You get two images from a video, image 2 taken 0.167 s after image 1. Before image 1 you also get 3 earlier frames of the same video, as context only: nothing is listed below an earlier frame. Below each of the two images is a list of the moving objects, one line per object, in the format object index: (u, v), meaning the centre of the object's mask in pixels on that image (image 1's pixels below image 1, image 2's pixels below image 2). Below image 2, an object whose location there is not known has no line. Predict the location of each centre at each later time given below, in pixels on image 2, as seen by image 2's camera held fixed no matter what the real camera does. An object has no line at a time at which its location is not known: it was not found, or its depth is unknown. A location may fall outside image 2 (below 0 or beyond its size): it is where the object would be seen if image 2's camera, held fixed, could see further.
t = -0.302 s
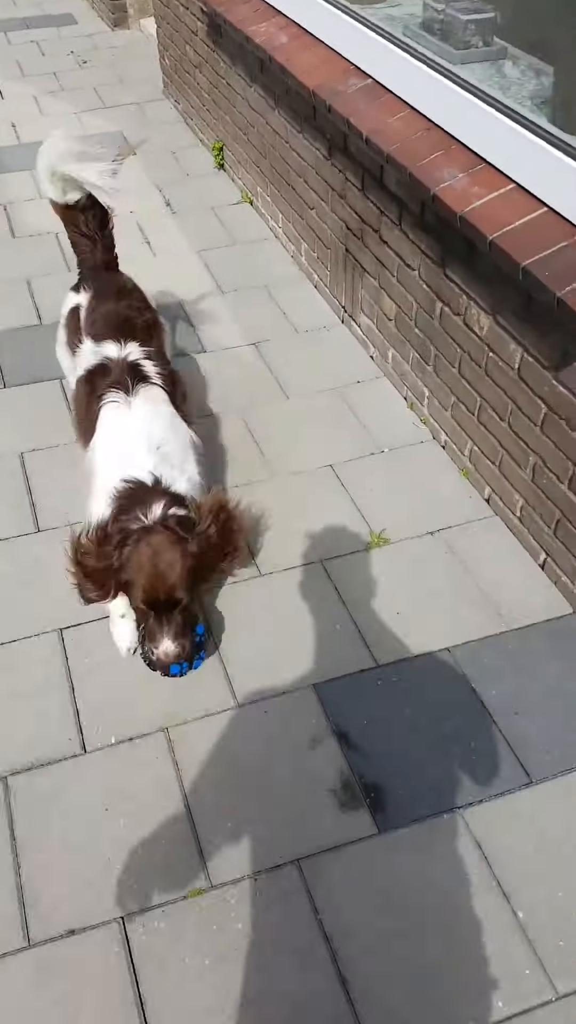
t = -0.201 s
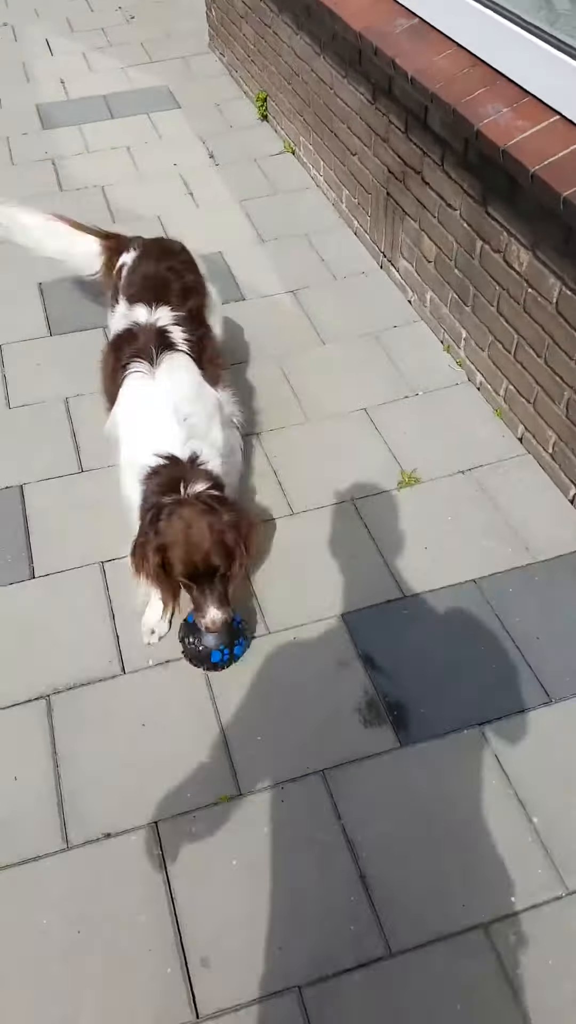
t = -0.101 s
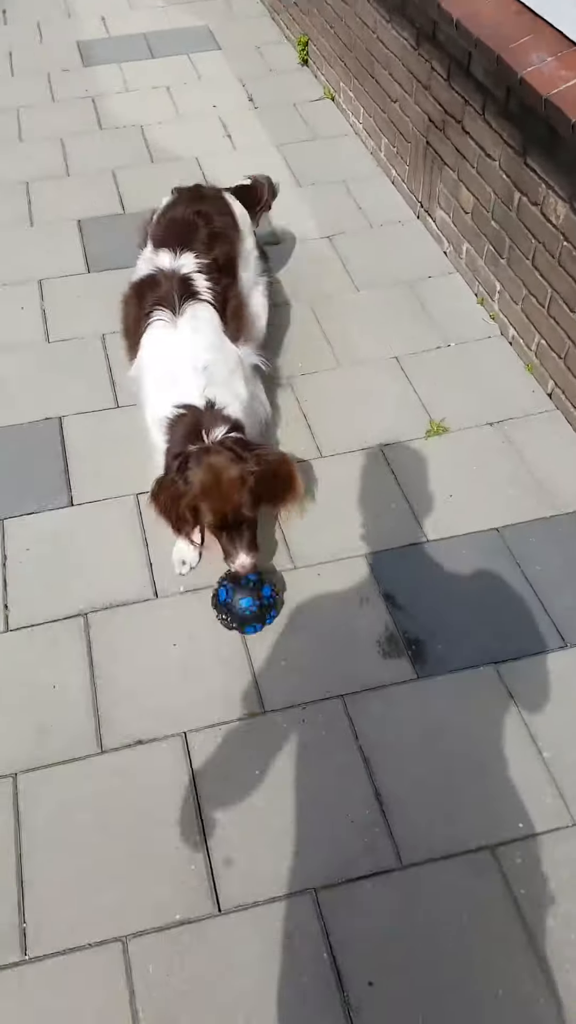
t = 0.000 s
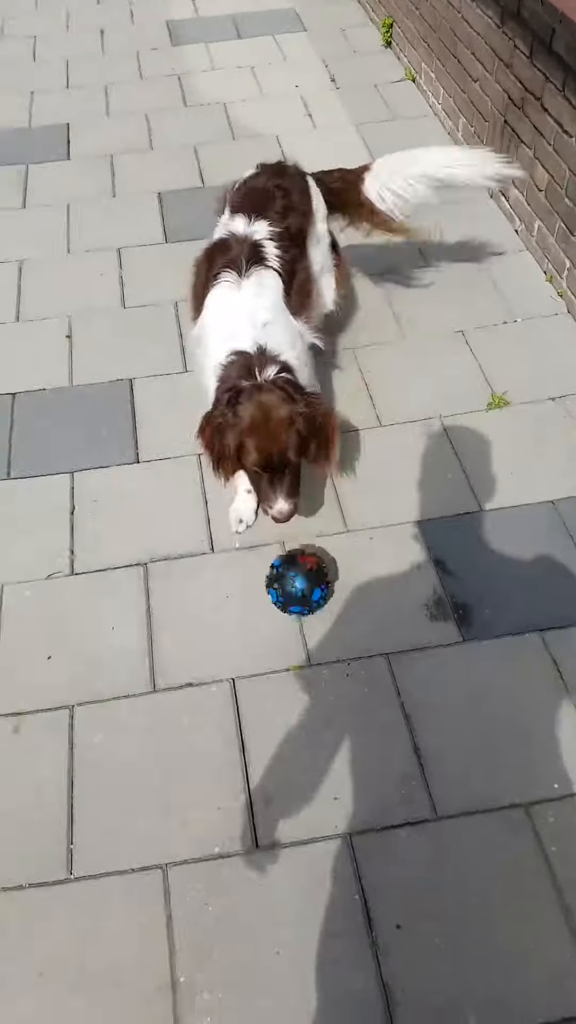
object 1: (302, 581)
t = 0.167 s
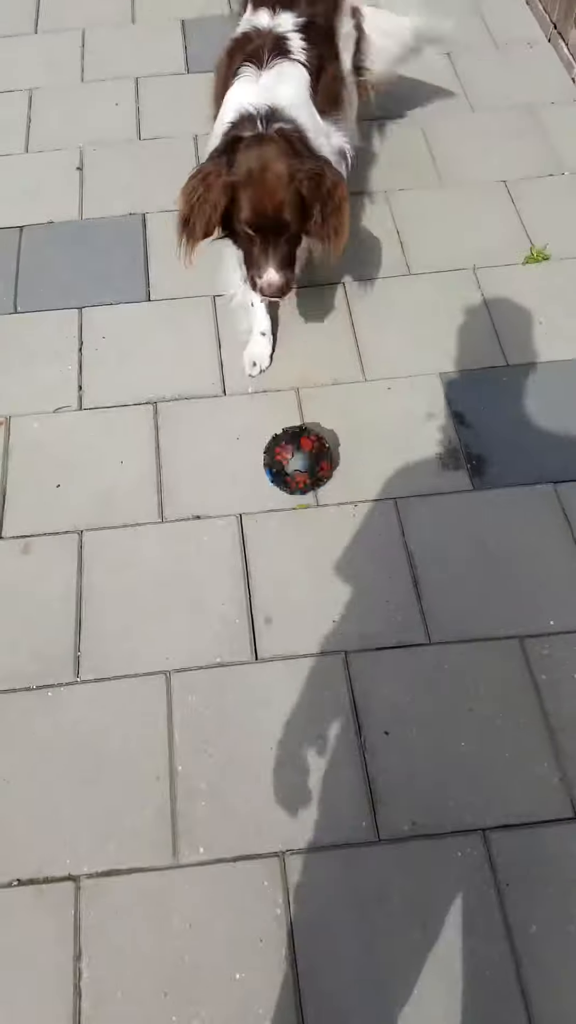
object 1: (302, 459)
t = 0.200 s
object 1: (299, 466)
